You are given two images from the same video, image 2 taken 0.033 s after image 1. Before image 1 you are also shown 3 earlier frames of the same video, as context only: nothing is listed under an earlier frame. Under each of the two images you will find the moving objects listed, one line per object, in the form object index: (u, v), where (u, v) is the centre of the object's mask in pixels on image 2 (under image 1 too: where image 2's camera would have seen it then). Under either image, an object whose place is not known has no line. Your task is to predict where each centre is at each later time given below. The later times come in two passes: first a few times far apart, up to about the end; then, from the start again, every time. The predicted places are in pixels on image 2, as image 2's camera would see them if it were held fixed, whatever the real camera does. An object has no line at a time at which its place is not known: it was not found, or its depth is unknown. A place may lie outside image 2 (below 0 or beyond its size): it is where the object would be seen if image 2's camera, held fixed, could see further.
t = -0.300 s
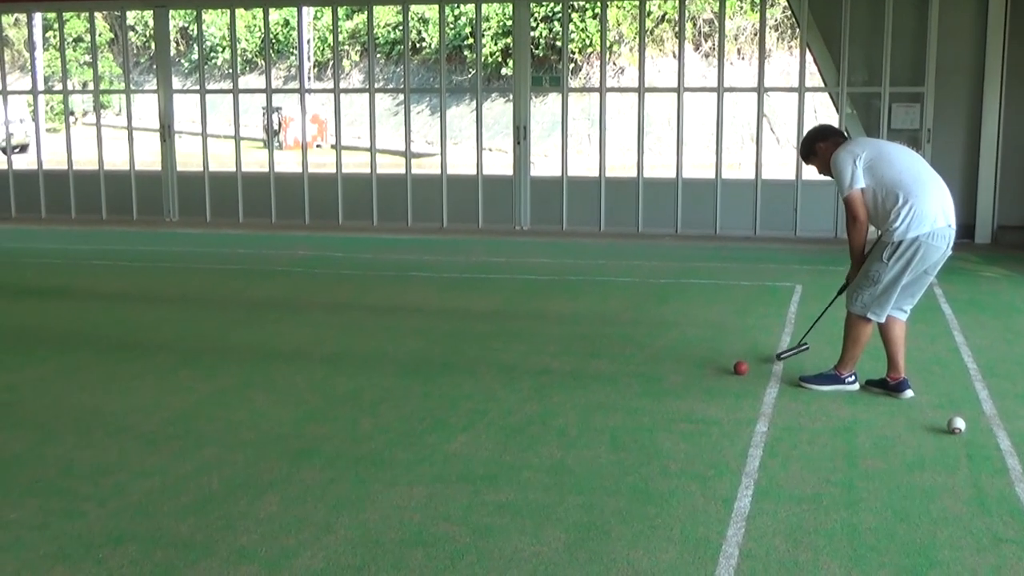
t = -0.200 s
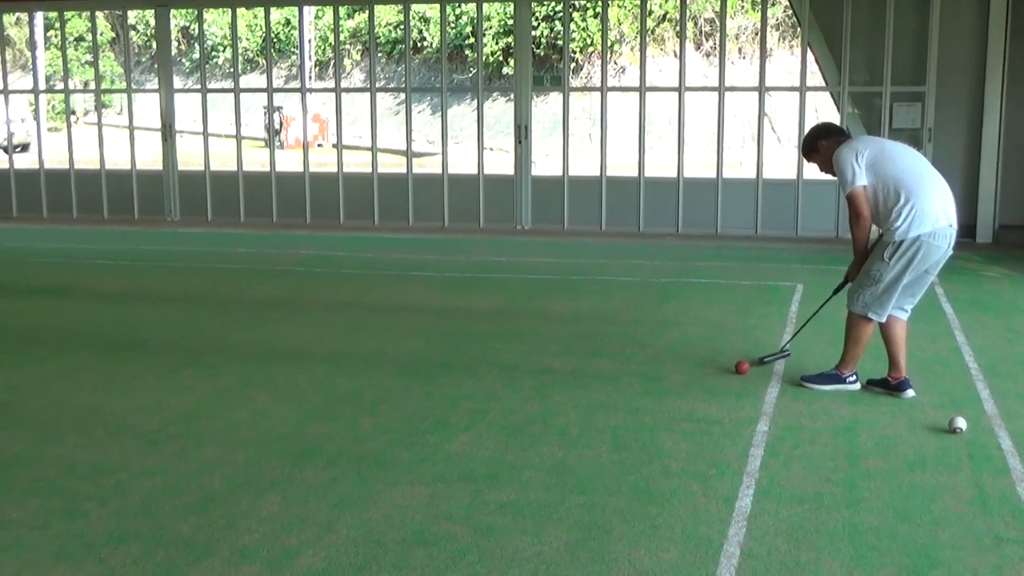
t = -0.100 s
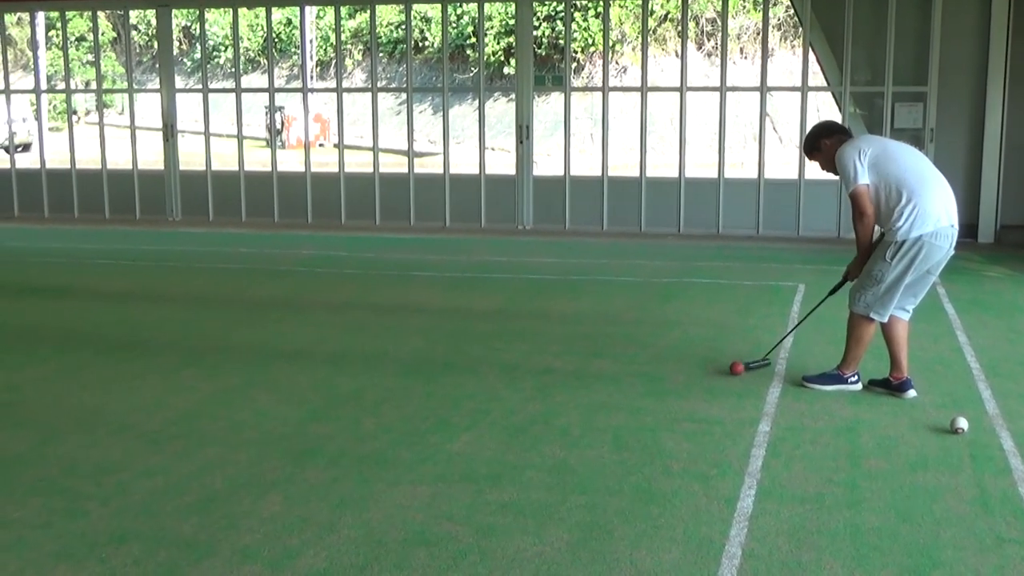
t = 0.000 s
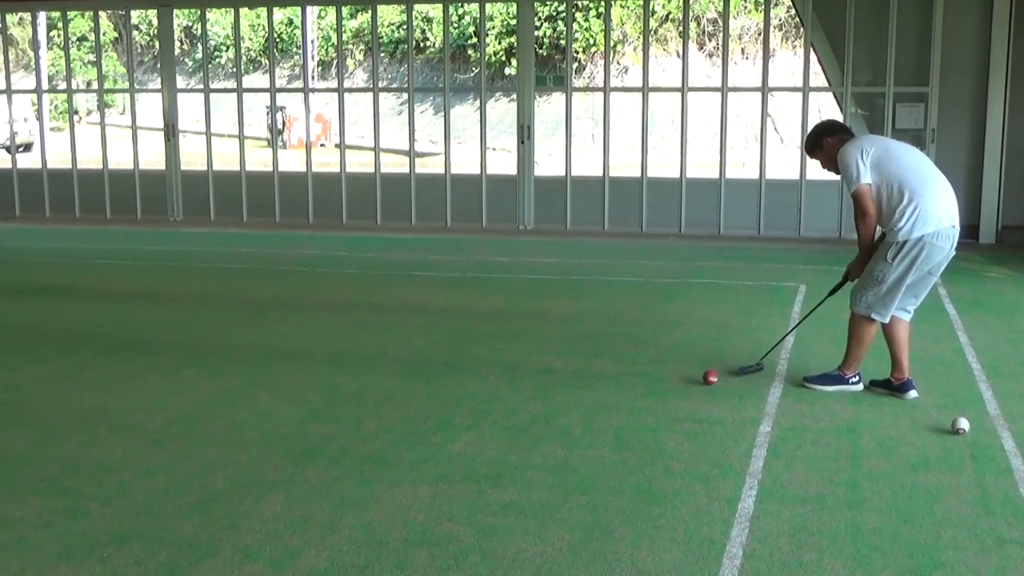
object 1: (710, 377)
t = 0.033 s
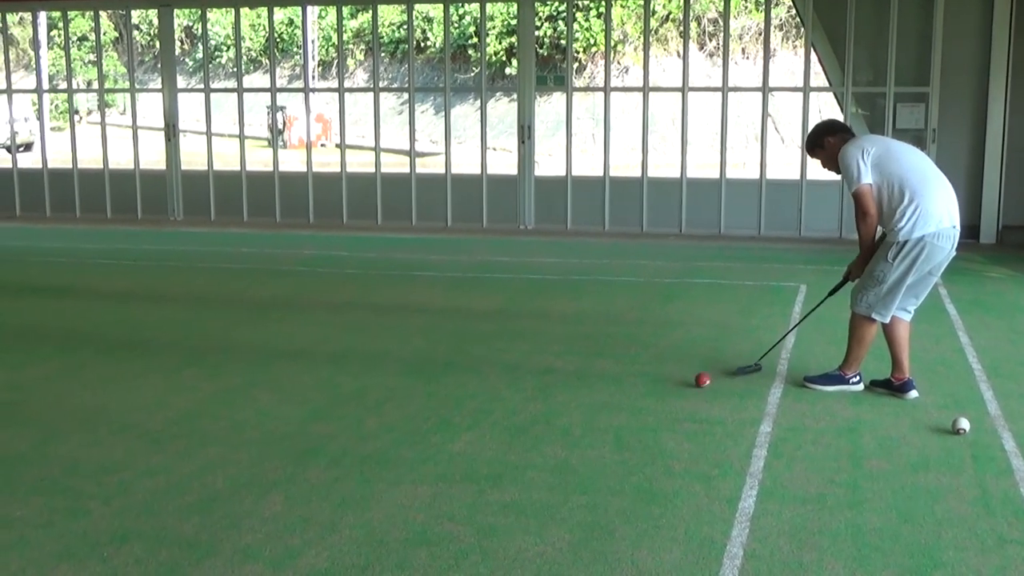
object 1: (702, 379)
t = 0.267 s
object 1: (650, 395)
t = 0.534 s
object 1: (590, 412)
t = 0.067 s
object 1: (694, 382)
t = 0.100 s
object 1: (687, 384)
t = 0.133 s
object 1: (679, 386)
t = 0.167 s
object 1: (672, 388)
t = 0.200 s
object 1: (665, 391)
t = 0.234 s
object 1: (658, 393)
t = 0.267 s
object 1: (650, 395)
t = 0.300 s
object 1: (643, 397)
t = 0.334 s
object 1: (636, 399)
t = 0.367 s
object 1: (628, 401)
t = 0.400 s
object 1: (621, 403)
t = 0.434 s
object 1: (613, 405)
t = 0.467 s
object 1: (606, 407)
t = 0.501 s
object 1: (598, 410)
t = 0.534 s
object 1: (590, 412)
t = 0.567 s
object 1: (583, 414)
